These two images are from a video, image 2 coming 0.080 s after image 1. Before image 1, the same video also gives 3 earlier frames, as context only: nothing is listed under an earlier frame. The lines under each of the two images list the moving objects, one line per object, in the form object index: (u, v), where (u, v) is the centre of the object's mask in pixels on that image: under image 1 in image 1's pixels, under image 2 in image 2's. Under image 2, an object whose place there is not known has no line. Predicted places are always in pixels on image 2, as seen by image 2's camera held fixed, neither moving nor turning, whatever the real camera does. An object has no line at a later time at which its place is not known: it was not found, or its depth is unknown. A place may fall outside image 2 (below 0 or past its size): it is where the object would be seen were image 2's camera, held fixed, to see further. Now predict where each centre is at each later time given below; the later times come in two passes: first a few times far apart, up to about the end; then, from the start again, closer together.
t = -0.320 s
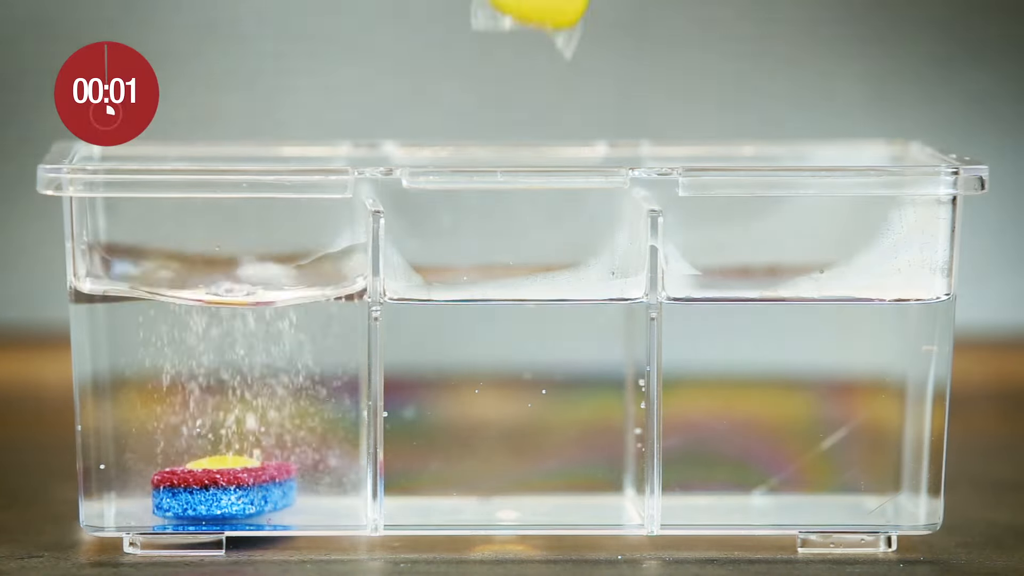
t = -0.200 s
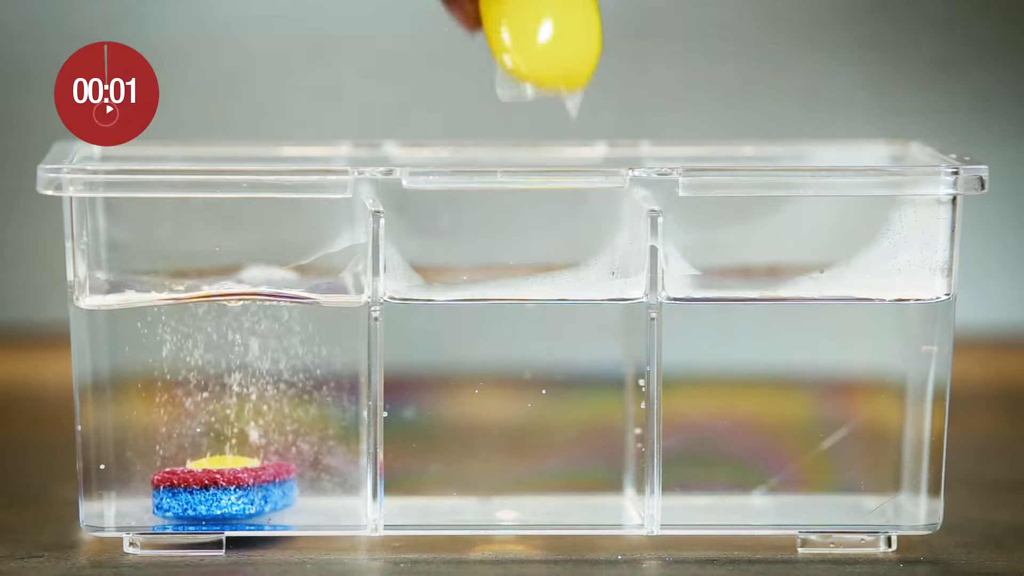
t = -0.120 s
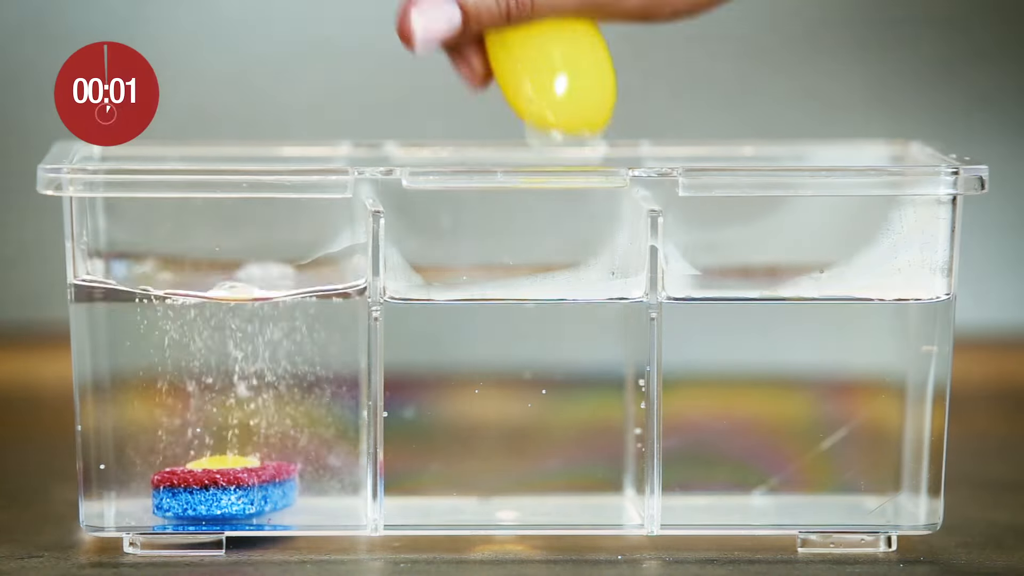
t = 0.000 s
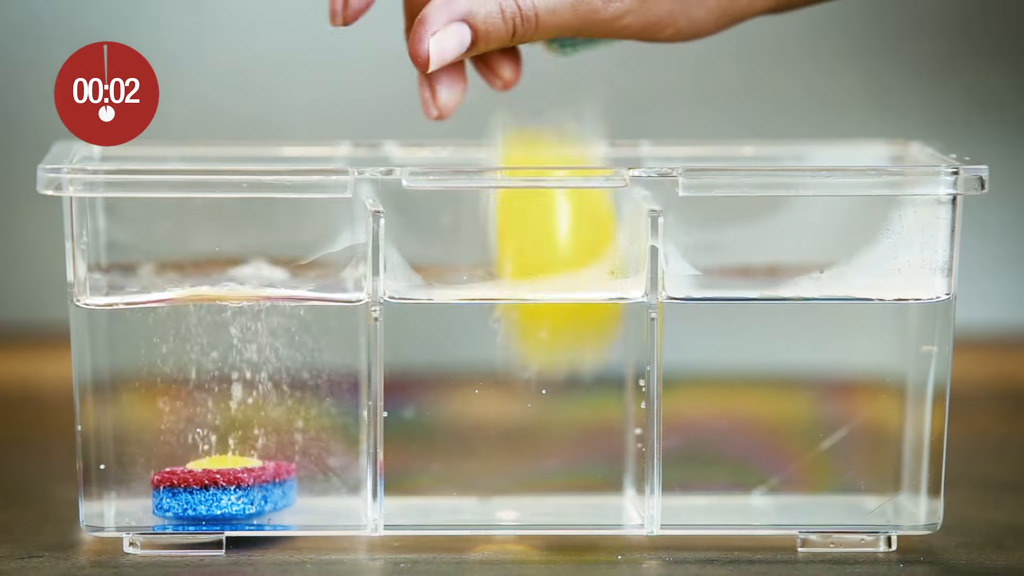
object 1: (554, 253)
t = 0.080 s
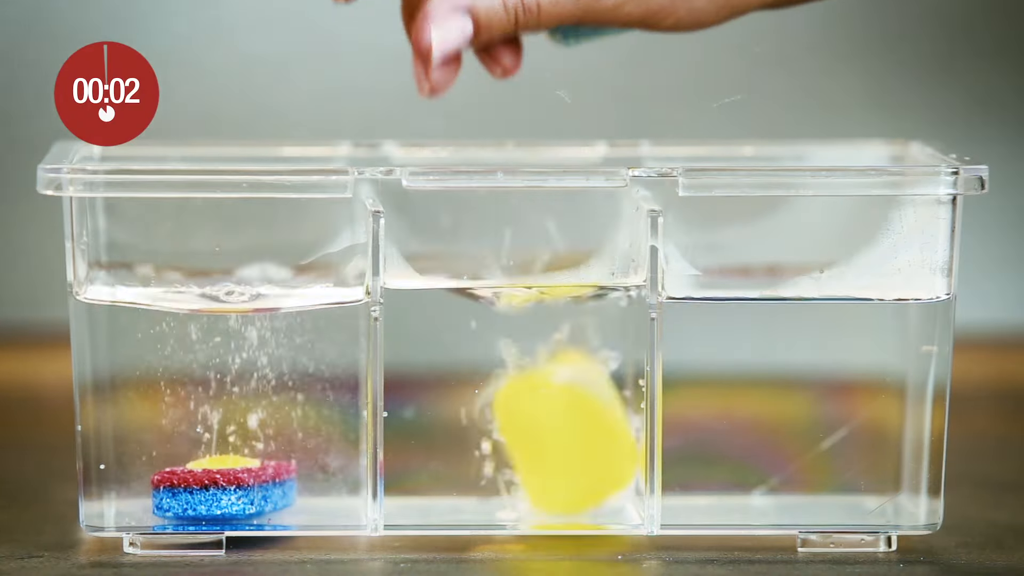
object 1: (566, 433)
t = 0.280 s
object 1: (560, 308)
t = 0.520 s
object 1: (571, 364)
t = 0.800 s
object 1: (581, 333)
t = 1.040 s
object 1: (583, 340)
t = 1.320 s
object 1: (579, 364)
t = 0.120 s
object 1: (570, 398)
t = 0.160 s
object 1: (566, 377)
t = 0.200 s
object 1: (570, 335)
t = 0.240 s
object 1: (563, 327)
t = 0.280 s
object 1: (560, 308)
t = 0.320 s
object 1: (552, 318)
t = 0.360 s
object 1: (552, 331)
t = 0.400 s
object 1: (562, 337)
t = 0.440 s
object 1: (566, 344)
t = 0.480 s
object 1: (566, 367)
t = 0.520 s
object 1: (571, 364)
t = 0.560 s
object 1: (569, 383)
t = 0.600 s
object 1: (571, 383)
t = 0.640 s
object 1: (577, 366)
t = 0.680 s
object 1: (576, 372)
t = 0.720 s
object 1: (580, 349)
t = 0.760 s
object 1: (581, 340)
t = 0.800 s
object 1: (581, 333)
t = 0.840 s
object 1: (581, 328)
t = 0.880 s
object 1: (581, 325)
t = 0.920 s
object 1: (580, 327)
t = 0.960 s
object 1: (583, 326)
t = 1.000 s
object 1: (583, 333)
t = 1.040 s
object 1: (583, 340)
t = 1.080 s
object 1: (583, 344)
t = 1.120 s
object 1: (581, 349)
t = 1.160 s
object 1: (578, 367)
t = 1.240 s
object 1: (578, 368)
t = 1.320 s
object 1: (579, 364)
